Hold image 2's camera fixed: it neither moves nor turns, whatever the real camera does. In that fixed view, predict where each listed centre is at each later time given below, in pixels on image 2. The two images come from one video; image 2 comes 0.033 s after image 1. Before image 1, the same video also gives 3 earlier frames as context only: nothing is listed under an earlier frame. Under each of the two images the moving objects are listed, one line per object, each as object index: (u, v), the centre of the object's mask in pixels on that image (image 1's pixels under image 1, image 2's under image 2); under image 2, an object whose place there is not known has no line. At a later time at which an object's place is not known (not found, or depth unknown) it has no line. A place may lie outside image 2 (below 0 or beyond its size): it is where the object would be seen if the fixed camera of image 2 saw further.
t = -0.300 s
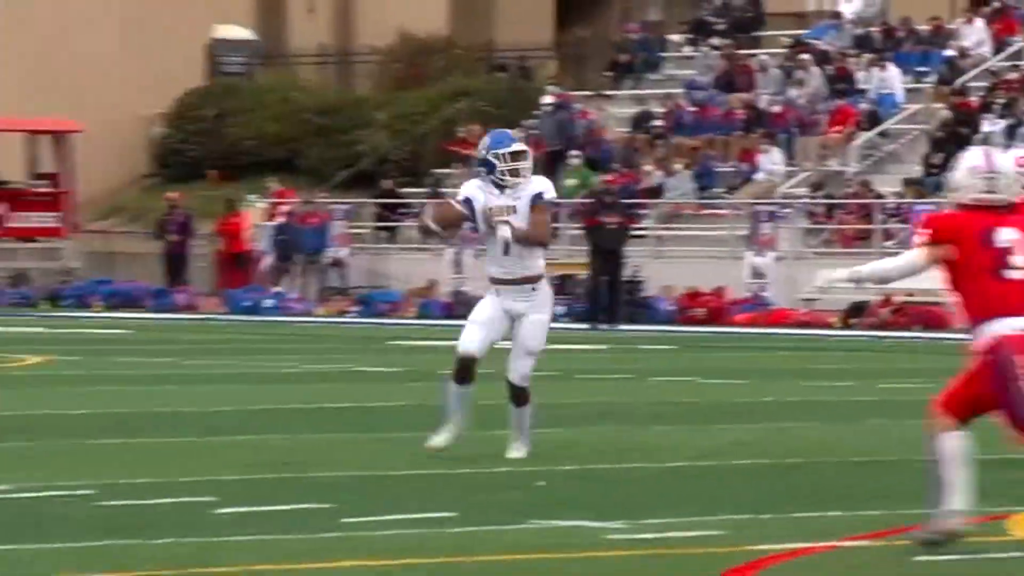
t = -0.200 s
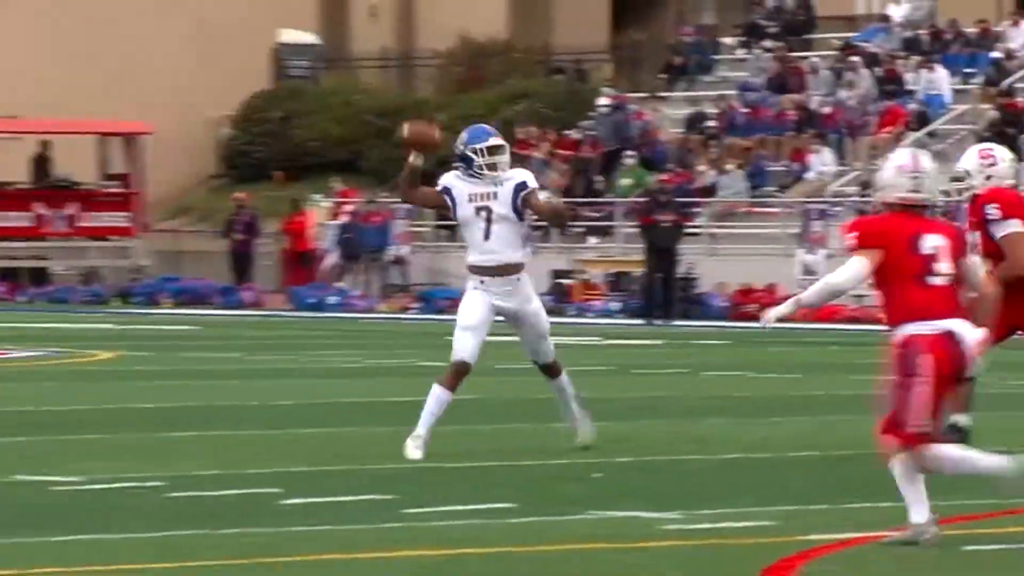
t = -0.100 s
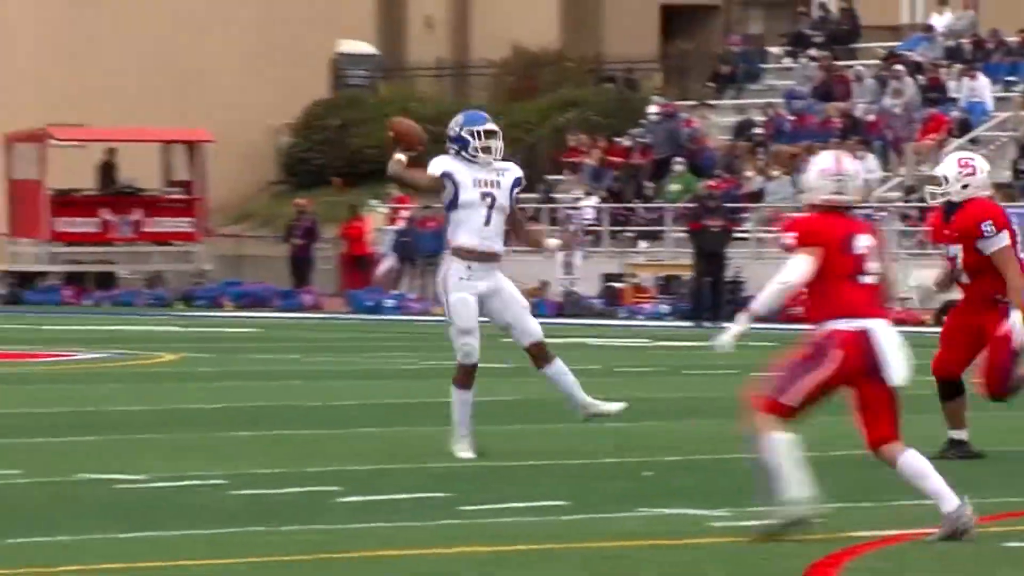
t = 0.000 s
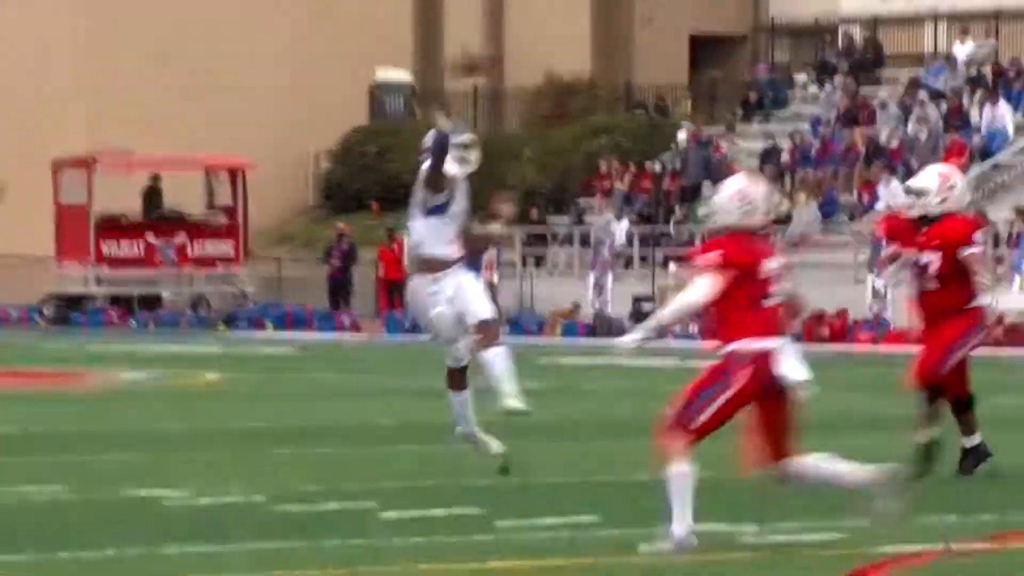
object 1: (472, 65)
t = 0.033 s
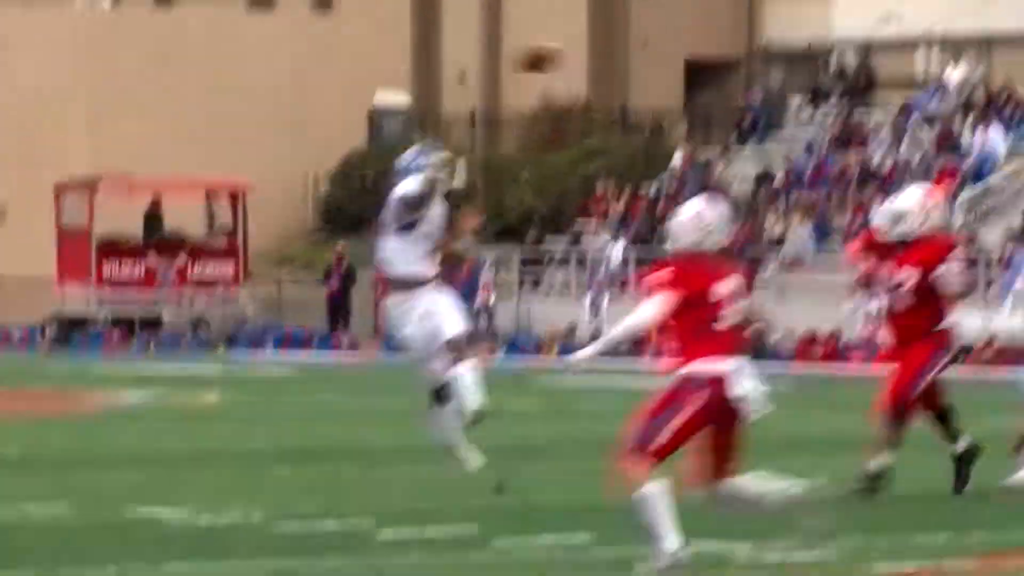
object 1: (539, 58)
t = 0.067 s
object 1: (607, 29)
